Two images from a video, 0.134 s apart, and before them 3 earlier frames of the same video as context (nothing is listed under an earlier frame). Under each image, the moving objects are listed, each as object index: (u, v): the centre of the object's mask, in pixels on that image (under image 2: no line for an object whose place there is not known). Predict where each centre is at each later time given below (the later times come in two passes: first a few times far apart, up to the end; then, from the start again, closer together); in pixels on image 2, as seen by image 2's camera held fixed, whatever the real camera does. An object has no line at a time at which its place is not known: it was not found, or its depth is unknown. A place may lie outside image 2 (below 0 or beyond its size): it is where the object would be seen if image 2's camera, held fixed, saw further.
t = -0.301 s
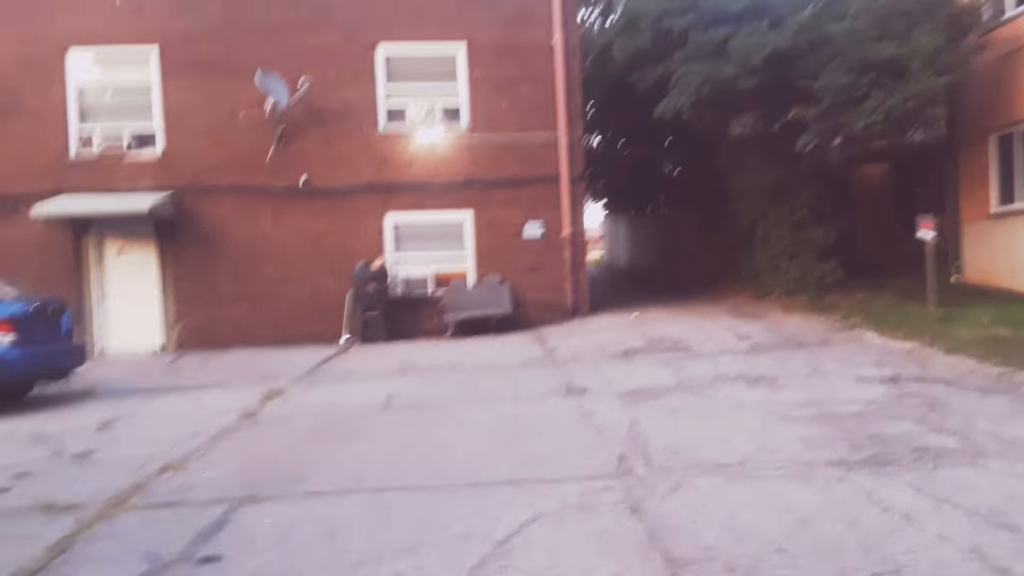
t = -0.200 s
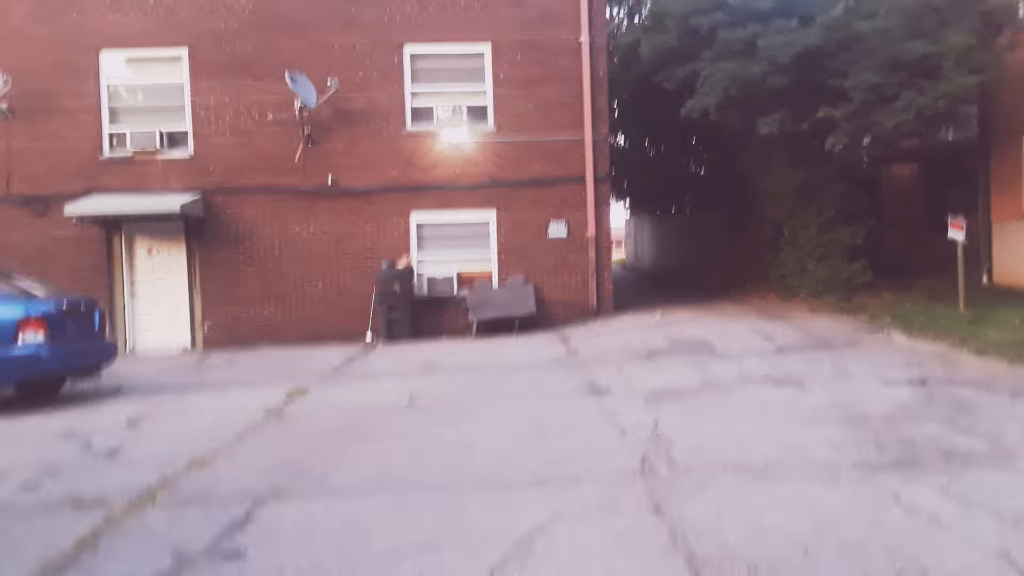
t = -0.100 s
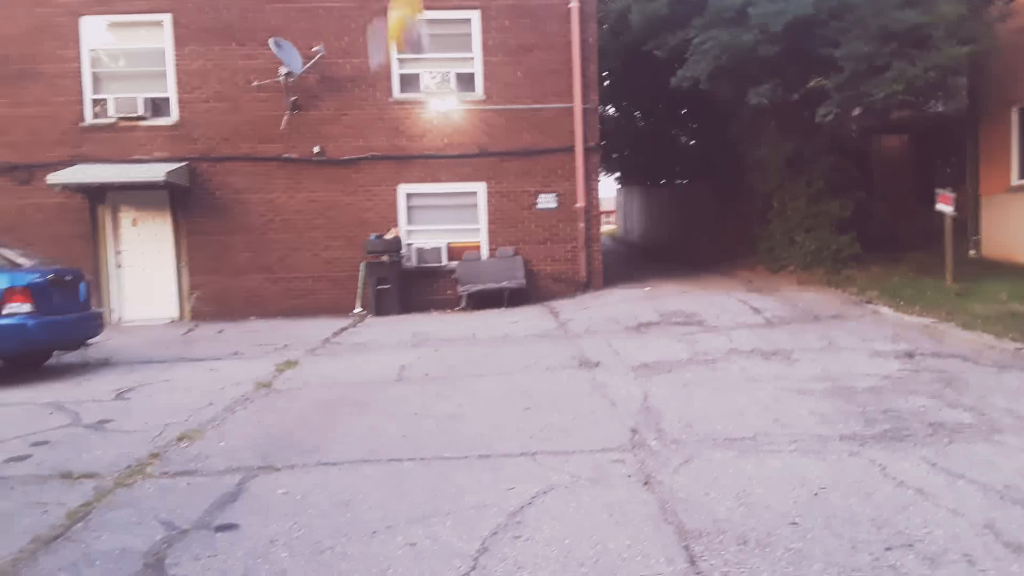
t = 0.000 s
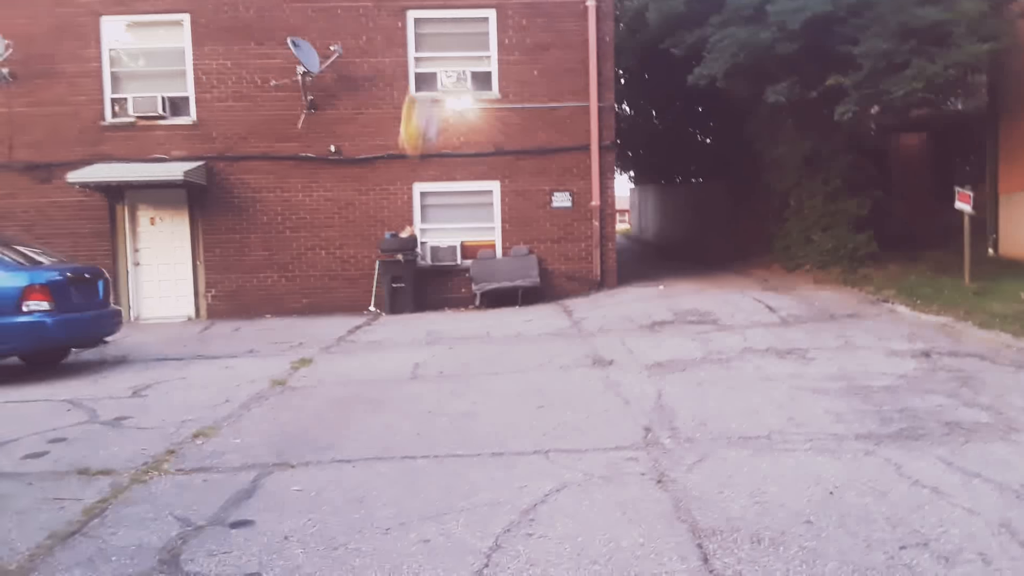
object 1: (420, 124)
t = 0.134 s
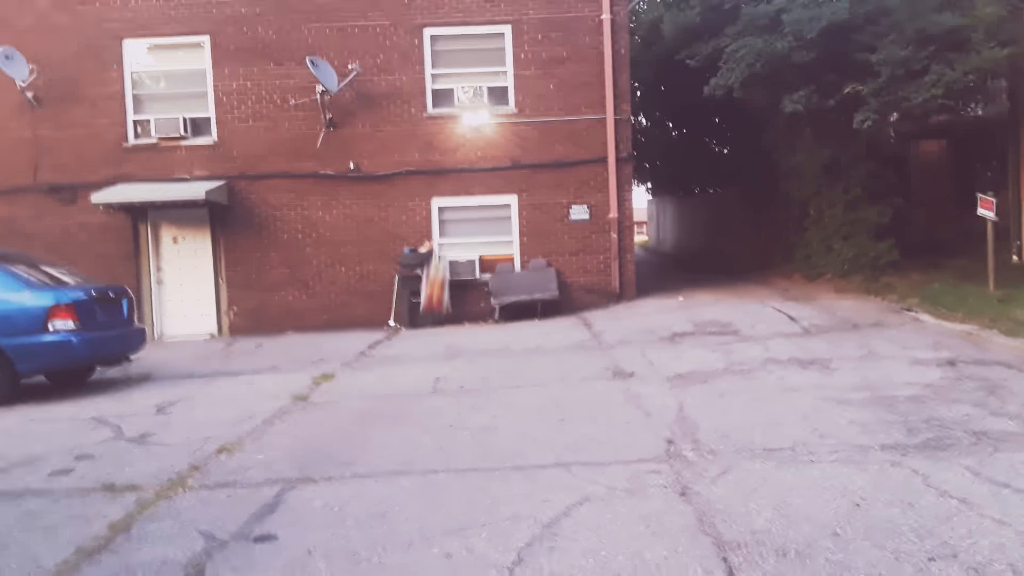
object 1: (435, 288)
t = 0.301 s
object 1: (437, 474)
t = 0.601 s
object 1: (437, 533)
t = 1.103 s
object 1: (433, 597)
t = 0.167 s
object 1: (435, 316)
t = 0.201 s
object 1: (439, 367)
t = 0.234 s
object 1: (435, 403)
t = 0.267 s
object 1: (436, 439)
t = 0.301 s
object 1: (437, 474)
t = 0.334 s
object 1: (440, 524)
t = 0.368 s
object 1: (440, 544)
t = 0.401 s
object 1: (438, 535)
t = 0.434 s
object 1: (435, 528)
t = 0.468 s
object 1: (437, 523)
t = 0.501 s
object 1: (436, 521)
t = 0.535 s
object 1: (437, 523)
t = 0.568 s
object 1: (437, 526)
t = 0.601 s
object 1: (437, 533)
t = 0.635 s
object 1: (437, 542)
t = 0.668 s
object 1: (438, 557)
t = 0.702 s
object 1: (439, 572)
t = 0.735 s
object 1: (438, 576)
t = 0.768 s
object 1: (438, 574)
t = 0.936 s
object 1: (440, 580)
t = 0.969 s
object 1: (439, 581)
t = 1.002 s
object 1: (435, 587)
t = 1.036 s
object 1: (433, 592)
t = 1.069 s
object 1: (431, 596)
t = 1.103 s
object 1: (433, 597)
